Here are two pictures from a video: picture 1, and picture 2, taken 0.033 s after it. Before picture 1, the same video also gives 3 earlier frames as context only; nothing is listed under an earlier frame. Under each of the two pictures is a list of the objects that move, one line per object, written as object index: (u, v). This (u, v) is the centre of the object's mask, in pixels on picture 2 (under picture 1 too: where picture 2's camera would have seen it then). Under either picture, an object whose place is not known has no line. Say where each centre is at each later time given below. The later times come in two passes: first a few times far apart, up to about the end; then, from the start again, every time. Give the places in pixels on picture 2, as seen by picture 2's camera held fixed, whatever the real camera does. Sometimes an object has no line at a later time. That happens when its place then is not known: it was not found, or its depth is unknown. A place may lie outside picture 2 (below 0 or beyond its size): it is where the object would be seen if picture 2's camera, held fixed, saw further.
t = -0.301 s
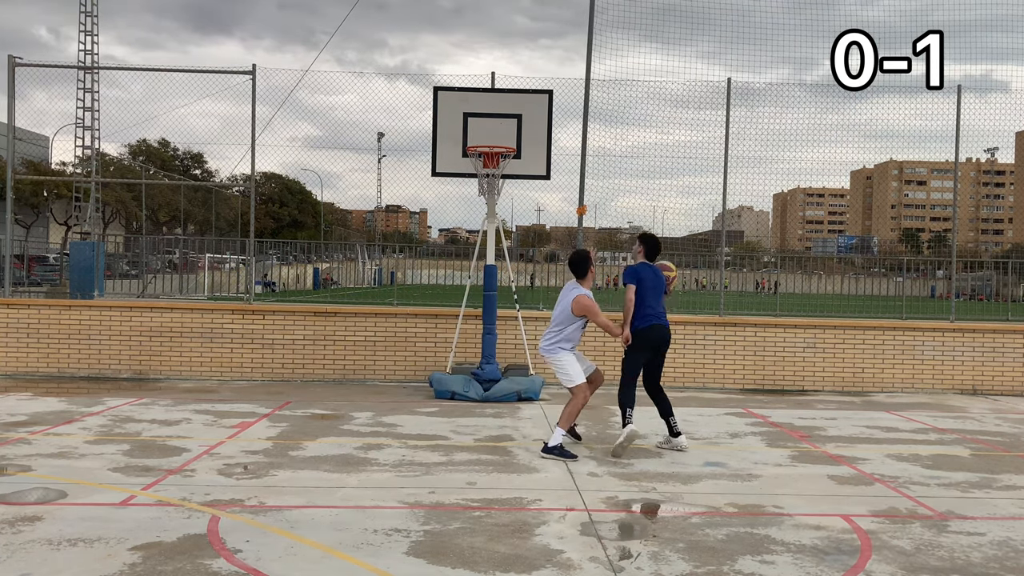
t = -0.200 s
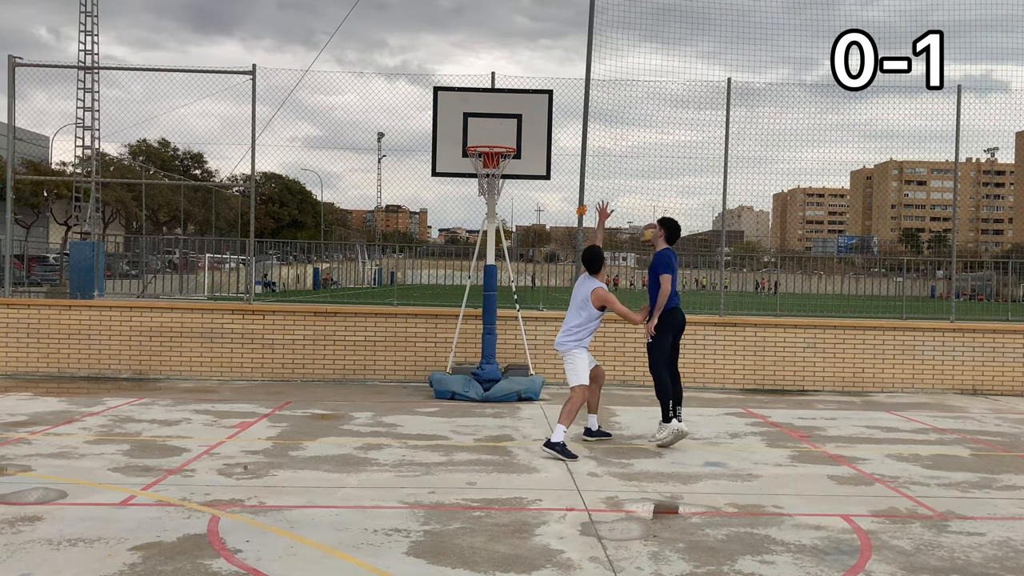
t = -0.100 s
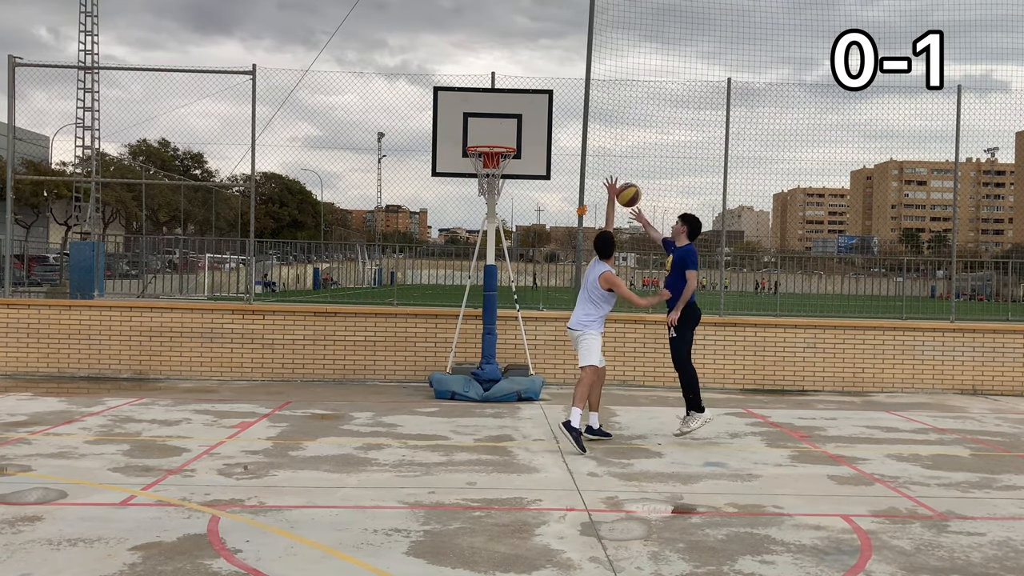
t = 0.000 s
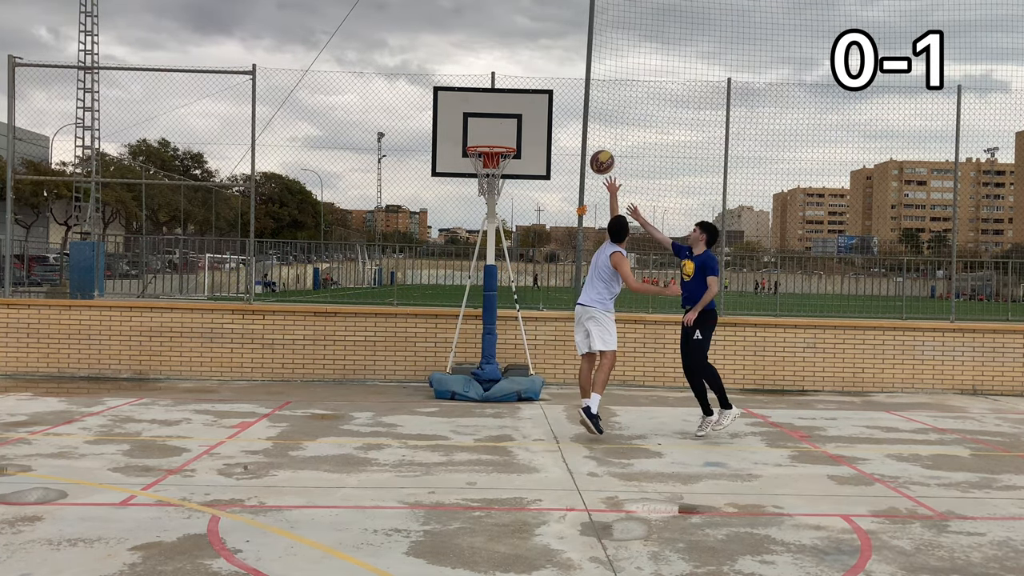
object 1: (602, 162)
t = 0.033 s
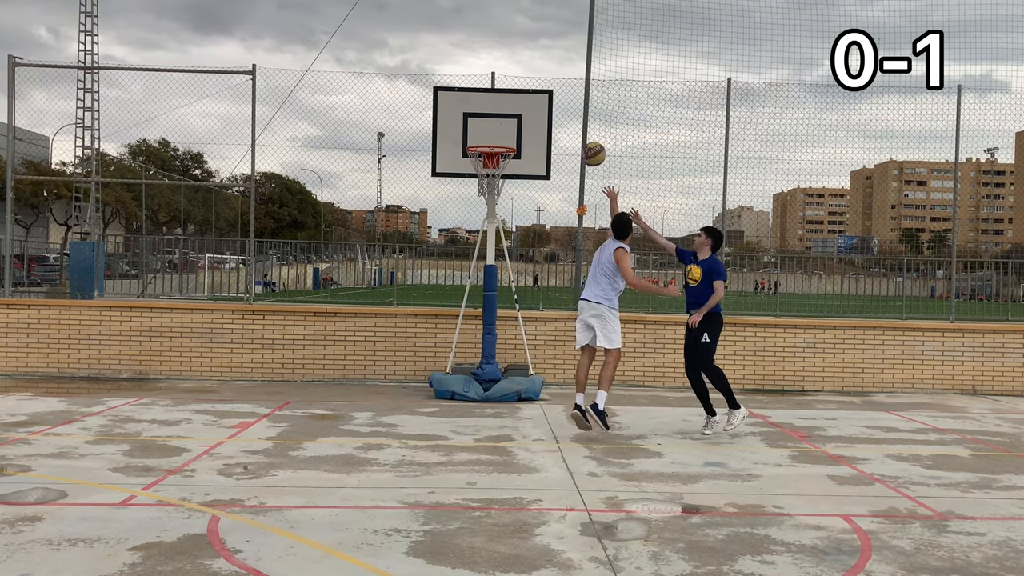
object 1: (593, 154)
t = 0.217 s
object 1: (559, 127)
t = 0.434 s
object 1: (570, 126)
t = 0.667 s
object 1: (581, 183)
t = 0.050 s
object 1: (589, 150)
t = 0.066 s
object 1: (585, 147)
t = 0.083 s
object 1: (580, 144)
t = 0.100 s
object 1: (576, 141)
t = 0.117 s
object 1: (572, 138)
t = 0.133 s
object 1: (568, 136)
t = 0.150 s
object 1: (563, 134)
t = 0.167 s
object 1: (559, 133)
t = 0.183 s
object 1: (557, 131)
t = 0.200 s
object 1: (558, 129)
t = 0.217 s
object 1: (559, 127)
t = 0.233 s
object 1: (560, 125)
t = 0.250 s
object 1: (561, 124)
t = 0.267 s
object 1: (562, 123)
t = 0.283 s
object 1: (562, 122)
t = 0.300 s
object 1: (563, 121)
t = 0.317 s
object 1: (564, 121)
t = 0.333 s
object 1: (565, 120)
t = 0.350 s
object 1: (566, 121)
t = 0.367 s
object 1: (567, 121)
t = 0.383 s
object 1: (567, 122)
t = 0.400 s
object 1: (568, 123)
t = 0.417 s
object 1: (569, 124)
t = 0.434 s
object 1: (570, 126)
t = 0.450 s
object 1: (571, 127)
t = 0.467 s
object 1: (571, 130)
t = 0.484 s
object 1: (572, 132)
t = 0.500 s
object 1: (573, 135)
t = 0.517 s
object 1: (574, 139)
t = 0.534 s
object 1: (575, 142)
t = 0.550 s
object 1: (576, 146)
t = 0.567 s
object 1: (576, 150)
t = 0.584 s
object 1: (577, 155)
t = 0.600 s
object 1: (578, 160)
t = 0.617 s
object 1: (579, 165)
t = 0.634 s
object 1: (580, 171)
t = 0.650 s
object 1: (581, 177)
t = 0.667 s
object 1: (581, 183)
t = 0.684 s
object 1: (582, 190)
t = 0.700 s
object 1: (583, 197)
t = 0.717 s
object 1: (584, 205)
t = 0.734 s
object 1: (584, 213)
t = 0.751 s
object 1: (585, 221)
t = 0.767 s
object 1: (586, 230)
